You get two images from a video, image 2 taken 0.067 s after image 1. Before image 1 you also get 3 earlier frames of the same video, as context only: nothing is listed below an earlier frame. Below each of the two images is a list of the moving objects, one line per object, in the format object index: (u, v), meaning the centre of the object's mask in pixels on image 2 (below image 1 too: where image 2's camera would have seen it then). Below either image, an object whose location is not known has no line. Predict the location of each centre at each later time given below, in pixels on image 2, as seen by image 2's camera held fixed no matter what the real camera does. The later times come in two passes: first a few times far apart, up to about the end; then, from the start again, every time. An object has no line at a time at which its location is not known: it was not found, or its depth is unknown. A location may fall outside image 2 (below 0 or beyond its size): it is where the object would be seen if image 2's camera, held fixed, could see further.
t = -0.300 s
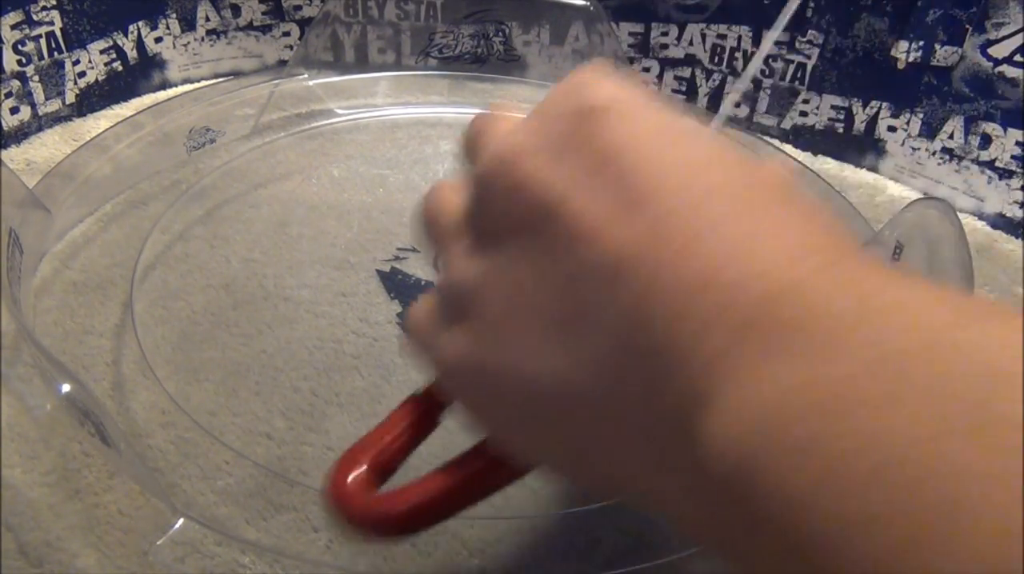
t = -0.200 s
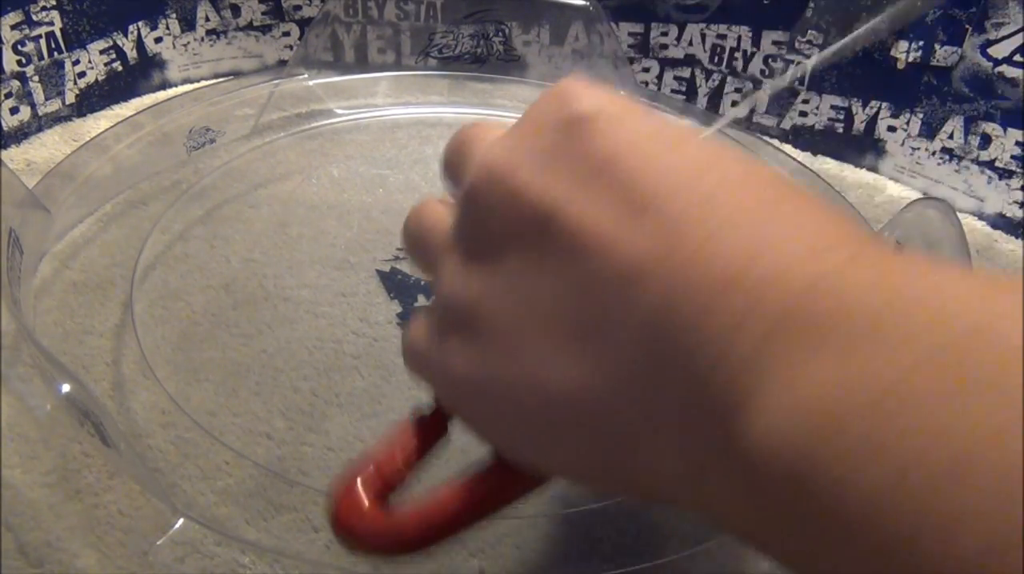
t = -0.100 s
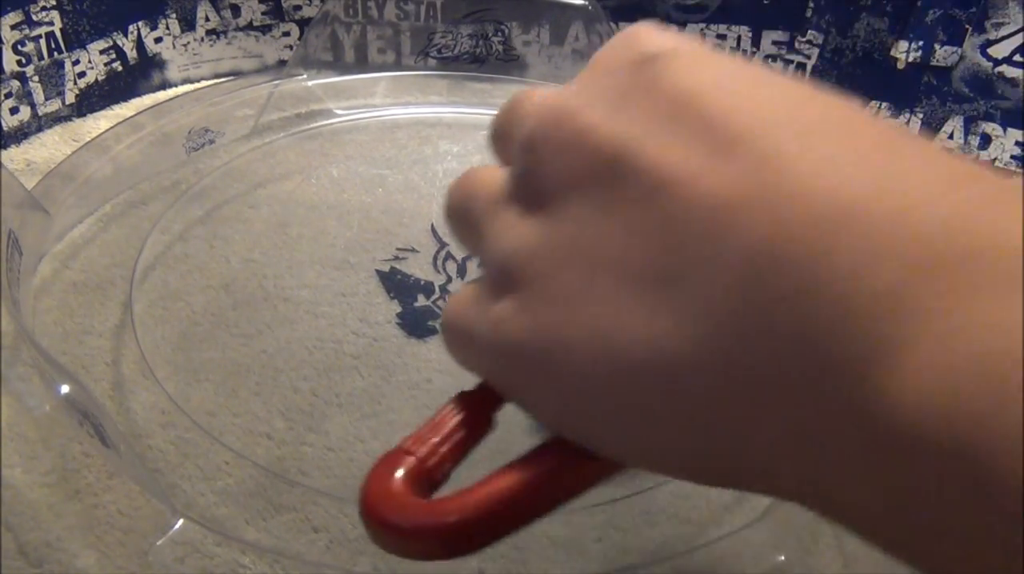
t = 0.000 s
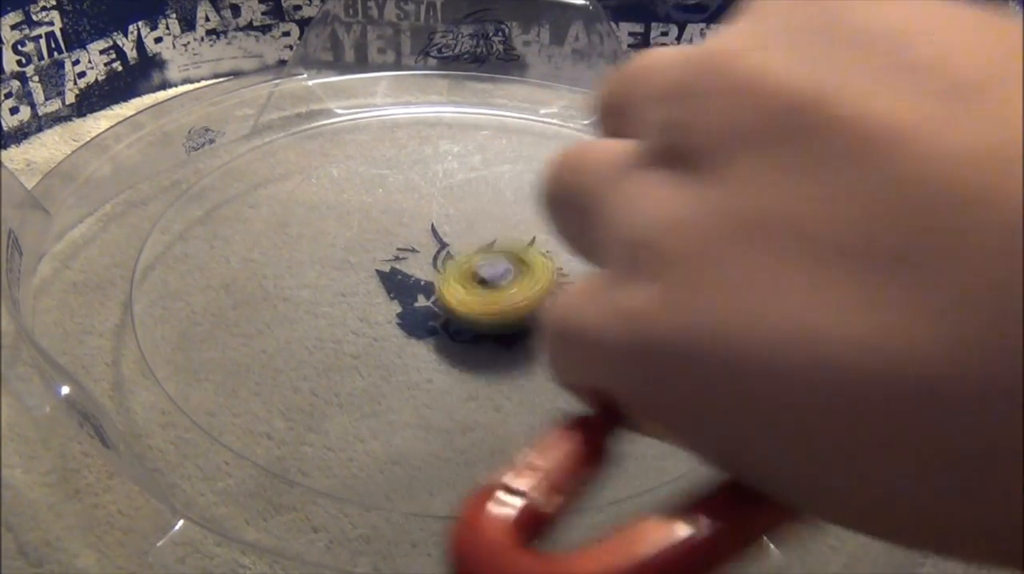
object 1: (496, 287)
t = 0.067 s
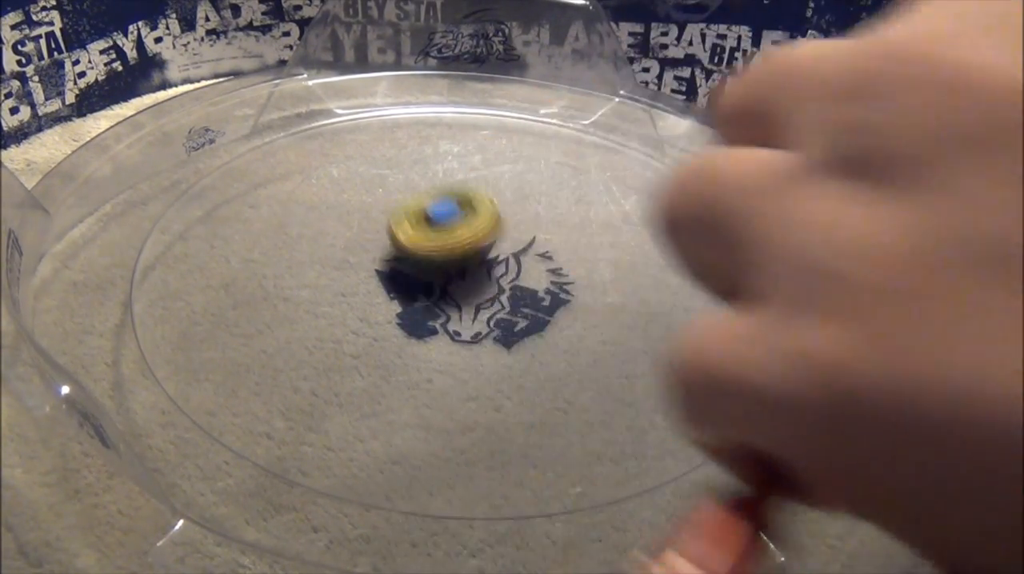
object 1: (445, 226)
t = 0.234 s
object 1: (439, 96)
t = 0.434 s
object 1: (552, 119)
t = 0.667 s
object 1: (678, 226)
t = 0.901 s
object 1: (316, 320)
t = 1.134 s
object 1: (185, 130)
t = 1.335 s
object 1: (316, 59)
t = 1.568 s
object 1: (479, 213)
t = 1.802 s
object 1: (400, 416)
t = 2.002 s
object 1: (239, 351)
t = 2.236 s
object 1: (238, 213)
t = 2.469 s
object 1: (562, 229)
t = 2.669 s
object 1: (767, 365)
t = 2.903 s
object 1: (363, 490)
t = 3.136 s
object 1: (359, 262)
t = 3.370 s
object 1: (277, 113)
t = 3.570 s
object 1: (150, 116)
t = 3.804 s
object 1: (170, 98)
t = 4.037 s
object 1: (152, 63)
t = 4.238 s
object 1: (77, 100)
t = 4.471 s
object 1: (138, 98)
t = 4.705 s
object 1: (137, 99)
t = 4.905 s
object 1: (137, 99)
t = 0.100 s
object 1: (431, 194)
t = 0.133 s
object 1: (424, 166)
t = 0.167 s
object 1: (424, 141)
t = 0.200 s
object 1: (429, 116)
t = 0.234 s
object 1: (439, 96)
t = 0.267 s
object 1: (454, 80)
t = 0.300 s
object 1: (471, 76)
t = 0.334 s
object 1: (489, 87)
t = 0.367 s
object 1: (510, 97)
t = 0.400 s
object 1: (531, 108)
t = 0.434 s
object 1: (552, 119)
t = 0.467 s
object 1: (575, 130)
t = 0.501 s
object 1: (598, 140)
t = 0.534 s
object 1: (622, 150)
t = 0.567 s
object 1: (648, 162)
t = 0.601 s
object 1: (669, 177)
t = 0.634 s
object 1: (680, 199)
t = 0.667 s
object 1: (678, 226)
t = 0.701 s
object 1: (660, 258)
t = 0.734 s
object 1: (625, 287)
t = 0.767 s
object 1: (574, 315)
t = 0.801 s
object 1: (516, 331)
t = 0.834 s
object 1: (449, 337)
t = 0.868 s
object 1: (380, 334)
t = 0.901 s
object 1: (316, 320)
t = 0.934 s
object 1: (255, 299)
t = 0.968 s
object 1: (205, 271)
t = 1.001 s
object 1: (169, 240)
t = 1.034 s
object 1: (144, 207)
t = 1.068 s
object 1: (149, 173)
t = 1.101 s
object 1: (165, 153)
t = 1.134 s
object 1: (185, 130)
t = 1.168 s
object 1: (204, 107)
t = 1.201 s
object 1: (225, 83)
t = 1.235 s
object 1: (249, 60)
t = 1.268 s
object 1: (279, 45)
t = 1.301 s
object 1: (299, 42)
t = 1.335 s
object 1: (316, 59)
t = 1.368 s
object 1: (337, 75)
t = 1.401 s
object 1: (357, 87)
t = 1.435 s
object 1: (381, 104)
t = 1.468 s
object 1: (405, 124)
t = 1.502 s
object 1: (434, 152)
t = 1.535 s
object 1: (458, 179)
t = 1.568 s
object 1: (479, 213)
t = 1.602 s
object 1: (491, 249)
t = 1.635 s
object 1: (496, 283)
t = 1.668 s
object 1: (495, 316)
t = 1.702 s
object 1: (484, 347)
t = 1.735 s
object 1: (465, 376)
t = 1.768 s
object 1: (436, 399)
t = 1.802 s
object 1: (400, 416)
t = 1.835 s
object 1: (354, 431)
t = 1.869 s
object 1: (309, 428)
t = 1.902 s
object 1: (280, 419)
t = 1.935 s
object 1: (263, 398)
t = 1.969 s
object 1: (250, 374)
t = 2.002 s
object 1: (239, 351)
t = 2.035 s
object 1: (229, 329)
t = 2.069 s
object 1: (221, 309)
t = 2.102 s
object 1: (214, 289)
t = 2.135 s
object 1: (207, 269)
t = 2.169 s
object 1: (204, 250)
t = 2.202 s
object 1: (213, 230)
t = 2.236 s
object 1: (238, 213)
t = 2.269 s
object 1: (276, 201)
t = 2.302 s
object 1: (319, 195)
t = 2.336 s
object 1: (365, 195)
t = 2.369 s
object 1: (414, 200)
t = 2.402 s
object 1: (463, 207)
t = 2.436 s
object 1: (515, 216)
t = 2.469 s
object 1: (562, 229)
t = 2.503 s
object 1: (609, 245)
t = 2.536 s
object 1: (650, 260)
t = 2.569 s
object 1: (689, 279)
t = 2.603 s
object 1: (724, 306)
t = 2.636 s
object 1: (751, 335)
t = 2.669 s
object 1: (767, 365)
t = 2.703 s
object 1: (754, 396)
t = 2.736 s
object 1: (722, 423)
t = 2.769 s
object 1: (657, 445)
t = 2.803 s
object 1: (591, 463)
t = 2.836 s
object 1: (528, 480)
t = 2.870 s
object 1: (449, 492)
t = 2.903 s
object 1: (363, 490)
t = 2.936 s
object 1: (281, 474)
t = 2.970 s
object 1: (237, 435)
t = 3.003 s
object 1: (241, 393)
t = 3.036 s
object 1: (257, 361)
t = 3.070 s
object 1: (284, 327)
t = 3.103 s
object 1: (319, 293)
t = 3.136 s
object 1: (359, 262)
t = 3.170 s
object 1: (401, 233)
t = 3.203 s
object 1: (447, 208)
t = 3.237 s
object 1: (492, 186)
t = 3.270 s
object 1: (453, 164)
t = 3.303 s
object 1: (389, 145)
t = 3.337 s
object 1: (325, 132)
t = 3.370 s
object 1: (277, 113)
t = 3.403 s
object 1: (232, 100)
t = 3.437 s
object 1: (193, 92)
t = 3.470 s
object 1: (174, 89)
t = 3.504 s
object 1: (159, 99)
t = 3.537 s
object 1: (150, 106)
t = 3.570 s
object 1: (150, 116)
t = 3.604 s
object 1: (160, 129)
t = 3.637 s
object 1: (176, 144)
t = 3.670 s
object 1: (200, 161)
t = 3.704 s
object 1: (233, 175)
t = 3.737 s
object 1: (230, 148)
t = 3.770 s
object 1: (199, 111)
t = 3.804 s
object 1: (170, 98)
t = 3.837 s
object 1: (147, 98)
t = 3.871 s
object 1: (144, 80)
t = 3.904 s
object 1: (147, 79)
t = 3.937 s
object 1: (151, 74)
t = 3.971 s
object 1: (153, 70)
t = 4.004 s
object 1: (154, 66)
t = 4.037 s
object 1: (152, 63)
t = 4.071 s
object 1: (147, 64)
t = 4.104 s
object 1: (134, 64)
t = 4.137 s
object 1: (123, 78)
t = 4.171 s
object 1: (115, 112)
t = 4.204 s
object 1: (99, 131)
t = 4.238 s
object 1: (77, 100)
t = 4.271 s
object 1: (84, 85)
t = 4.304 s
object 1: (111, 88)
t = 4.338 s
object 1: (140, 100)
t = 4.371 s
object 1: (144, 102)
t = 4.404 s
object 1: (138, 94)
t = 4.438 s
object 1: (137, 99)
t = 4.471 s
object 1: (138, 98)
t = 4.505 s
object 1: (139, 97)
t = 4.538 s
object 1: (139, 99)
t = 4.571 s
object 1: (139, 99)
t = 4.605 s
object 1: (138, 99)
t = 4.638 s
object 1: (139, 99)
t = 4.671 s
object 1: (137, 99)
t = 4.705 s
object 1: (137, 99)
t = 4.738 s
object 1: (136, 99)
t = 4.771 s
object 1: (136, 99)
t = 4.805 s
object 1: (136, 98)
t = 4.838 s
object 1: (135, 97)
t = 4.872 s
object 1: (138, 99)
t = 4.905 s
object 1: (137, 99)
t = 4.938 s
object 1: (137, 98)
